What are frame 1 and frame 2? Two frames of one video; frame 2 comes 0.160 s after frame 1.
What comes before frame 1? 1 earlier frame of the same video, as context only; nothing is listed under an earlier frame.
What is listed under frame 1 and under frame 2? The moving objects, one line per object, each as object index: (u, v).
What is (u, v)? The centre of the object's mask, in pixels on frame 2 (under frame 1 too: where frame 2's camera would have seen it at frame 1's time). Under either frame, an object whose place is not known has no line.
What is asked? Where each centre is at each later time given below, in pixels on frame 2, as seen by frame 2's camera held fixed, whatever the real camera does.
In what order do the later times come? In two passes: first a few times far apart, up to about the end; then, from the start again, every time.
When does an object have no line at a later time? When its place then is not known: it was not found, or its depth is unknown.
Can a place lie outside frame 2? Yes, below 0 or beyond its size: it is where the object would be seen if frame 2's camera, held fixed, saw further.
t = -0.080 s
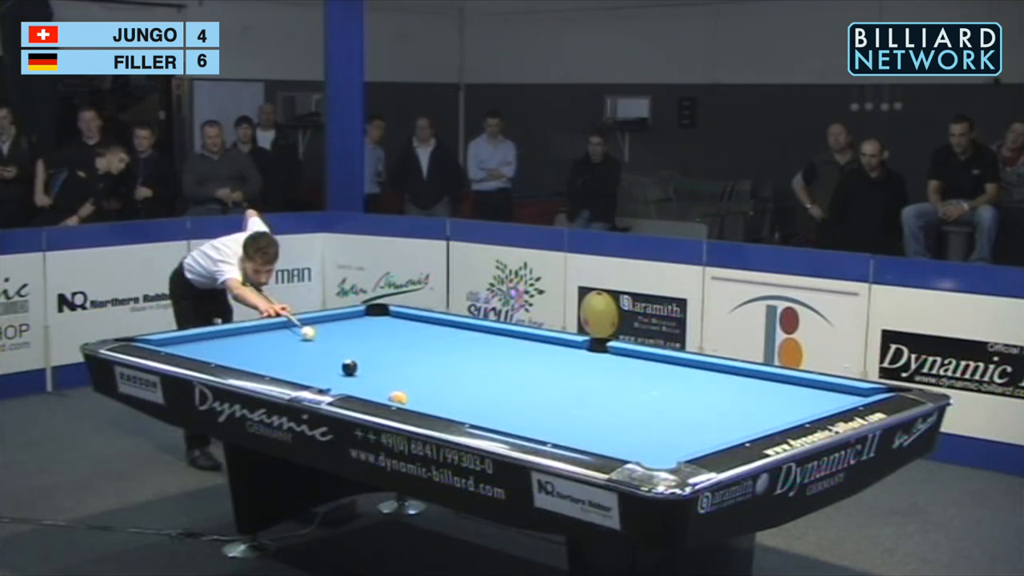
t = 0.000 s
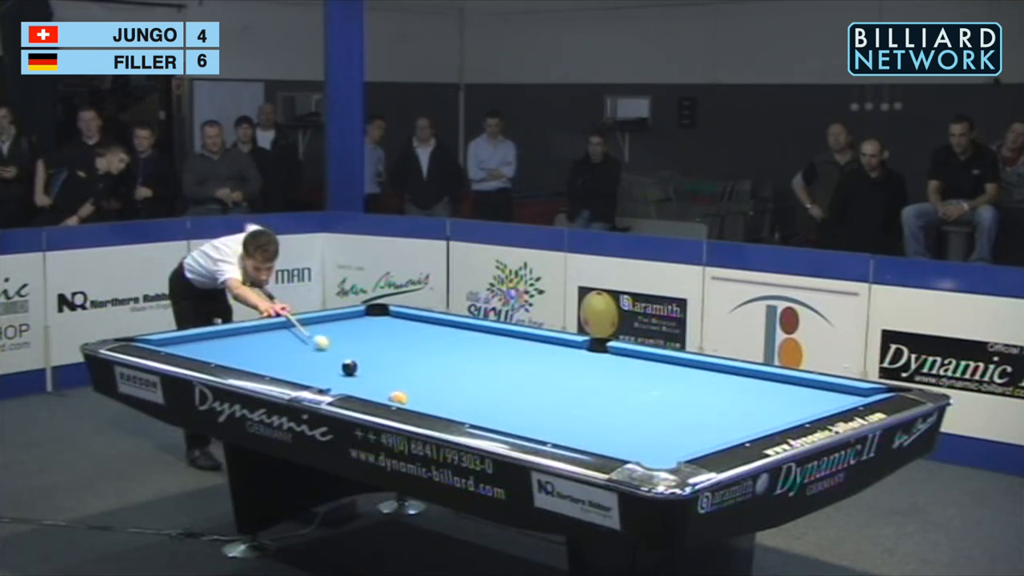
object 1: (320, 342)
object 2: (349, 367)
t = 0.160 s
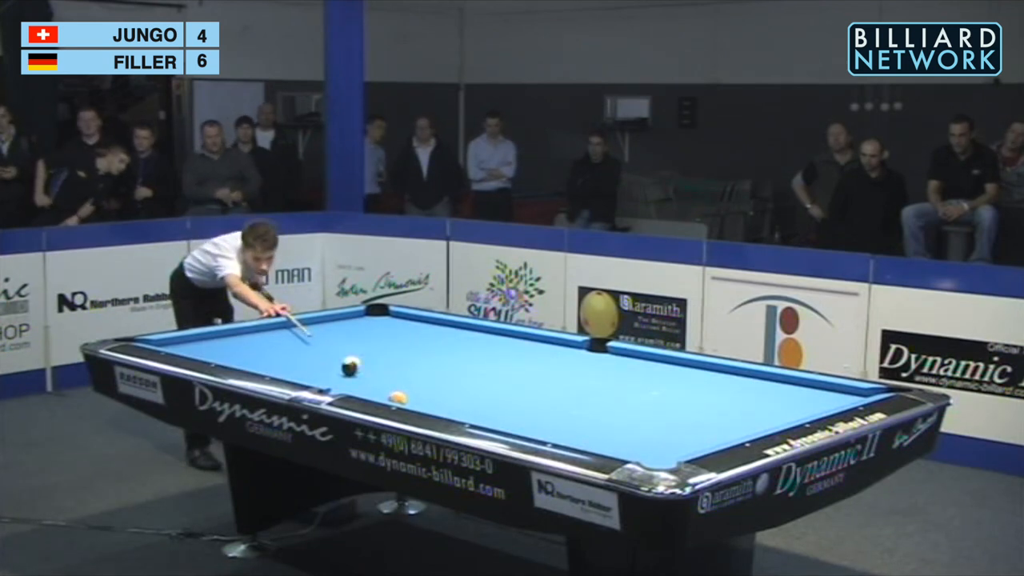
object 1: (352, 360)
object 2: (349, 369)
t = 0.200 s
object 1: (362, 363)
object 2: (348, 373)
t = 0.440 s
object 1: (418, 369)
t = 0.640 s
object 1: (465, 378)
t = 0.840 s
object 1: (516, 386)
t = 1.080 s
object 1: (579, 397)
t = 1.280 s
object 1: (634, 407)
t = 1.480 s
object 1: (692, 418)
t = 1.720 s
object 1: (756, 426)
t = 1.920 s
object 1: (717, 425)
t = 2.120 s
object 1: (685, 421)
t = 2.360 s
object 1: (649, 416)
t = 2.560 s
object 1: (621, 413)
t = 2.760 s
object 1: (594, 410)
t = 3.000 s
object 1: (564, 406)
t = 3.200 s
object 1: (540, 403)
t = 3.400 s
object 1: (519, 400)
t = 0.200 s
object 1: (362, 363)
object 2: (348, 373)
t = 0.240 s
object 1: (370, 364)
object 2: (347, 380)
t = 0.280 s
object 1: (380, 365)
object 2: (345, 385)
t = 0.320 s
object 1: (389, 366)
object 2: (344, 389)
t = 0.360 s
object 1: (398, 366)
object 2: (339, 392)
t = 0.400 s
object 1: (408, 367)
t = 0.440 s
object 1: (418, 369)
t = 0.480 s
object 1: (426, 371)
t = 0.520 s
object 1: (436, 372)
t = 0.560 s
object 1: (446, 374)
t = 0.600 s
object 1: (455, 376)
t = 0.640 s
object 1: (465, 378)
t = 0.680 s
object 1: (475, 379)
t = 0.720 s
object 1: (485, 381)
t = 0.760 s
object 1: (495, 383)
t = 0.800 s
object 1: (506, 385)
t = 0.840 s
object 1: (516, 386)
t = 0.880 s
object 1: (526, 388)
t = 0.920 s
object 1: (536, 390)
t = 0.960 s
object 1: (547, 392)
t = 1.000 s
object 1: (557, 394)
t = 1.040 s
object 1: (568, 396)
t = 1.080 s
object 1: (579, 397)
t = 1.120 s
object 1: (590, 399)
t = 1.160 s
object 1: (601, 402)
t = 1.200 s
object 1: (611, 404)
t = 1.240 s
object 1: (623, 406)
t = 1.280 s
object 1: (634, 407)
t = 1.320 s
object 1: (645, 410)
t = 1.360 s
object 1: (657, 412)
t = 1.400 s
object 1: (668, 414)
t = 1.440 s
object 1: (680, 416)
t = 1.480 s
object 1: (692, 418)
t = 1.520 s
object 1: (703, 420)
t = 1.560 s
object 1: (715, 422)
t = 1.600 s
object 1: (727, 424)
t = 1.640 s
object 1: (739, 426)
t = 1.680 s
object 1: (751, 427)
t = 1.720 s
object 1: (756, 426)
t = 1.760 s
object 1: (746, 426)
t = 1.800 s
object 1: (738, 427)
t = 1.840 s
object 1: (731, 426)
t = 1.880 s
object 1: (724, 426)
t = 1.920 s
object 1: (717, 425)
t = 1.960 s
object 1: (711, 424)
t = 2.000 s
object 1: (705, 423)
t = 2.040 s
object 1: (698, 422)
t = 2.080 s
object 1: (691, 421)
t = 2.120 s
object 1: (685, 421)
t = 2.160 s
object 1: (679, 420)
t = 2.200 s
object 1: (673, 419)
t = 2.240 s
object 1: (666, 419)
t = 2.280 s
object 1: (660, 418)
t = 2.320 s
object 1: (655, 417)
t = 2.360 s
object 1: (649, 416)
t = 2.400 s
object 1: (643, 416)
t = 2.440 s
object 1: (637, 415)
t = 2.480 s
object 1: (632, 414)
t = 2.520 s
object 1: (626, 414)
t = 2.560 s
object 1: (621, 413)
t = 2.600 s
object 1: (615, 412)
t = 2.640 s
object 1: (610, 412)
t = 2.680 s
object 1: (605, 411)
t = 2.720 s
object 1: (599, 410)
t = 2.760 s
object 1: (594, 410)
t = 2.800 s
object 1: (589, 409)
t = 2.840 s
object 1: (584, 408)
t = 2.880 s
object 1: (579, 408)
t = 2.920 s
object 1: (574, 407)
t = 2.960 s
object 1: (569, 407)
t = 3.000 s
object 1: (564, 406)
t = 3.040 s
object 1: (559, 405)
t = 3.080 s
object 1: (554, 405)
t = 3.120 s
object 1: (550, 404)
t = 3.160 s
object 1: (546, 403)
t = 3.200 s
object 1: (540, 403)
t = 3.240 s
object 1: (536, 402)
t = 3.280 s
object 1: (532, 402)
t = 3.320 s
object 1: (527, 401)
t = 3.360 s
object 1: (523, 401)
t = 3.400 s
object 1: (519, 400)
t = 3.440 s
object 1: (515, 400)
